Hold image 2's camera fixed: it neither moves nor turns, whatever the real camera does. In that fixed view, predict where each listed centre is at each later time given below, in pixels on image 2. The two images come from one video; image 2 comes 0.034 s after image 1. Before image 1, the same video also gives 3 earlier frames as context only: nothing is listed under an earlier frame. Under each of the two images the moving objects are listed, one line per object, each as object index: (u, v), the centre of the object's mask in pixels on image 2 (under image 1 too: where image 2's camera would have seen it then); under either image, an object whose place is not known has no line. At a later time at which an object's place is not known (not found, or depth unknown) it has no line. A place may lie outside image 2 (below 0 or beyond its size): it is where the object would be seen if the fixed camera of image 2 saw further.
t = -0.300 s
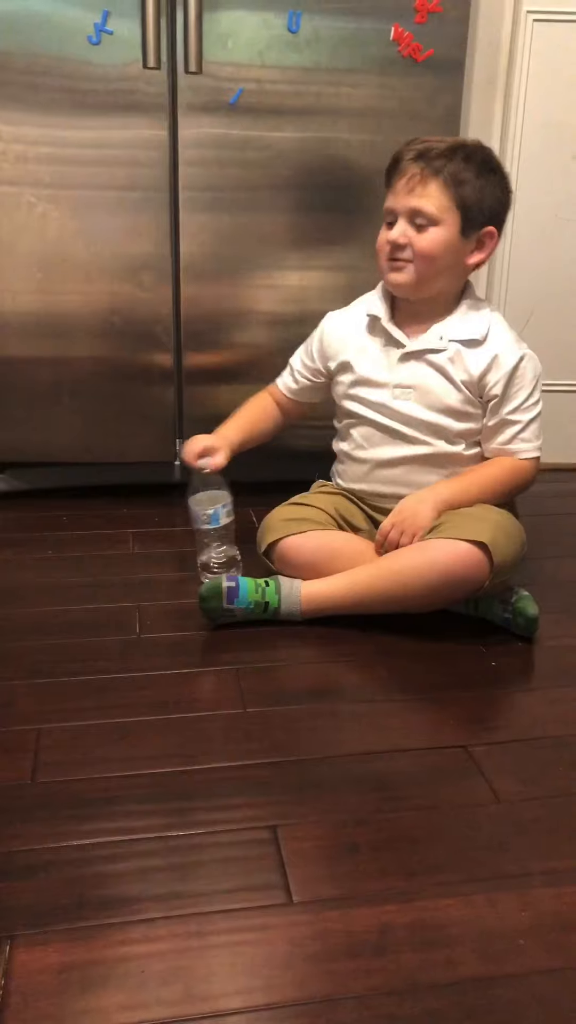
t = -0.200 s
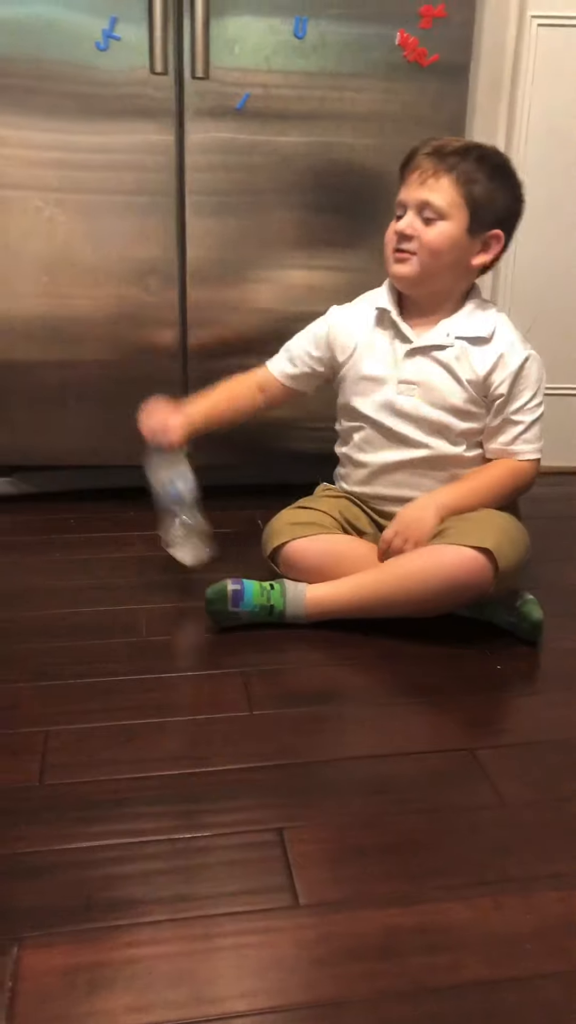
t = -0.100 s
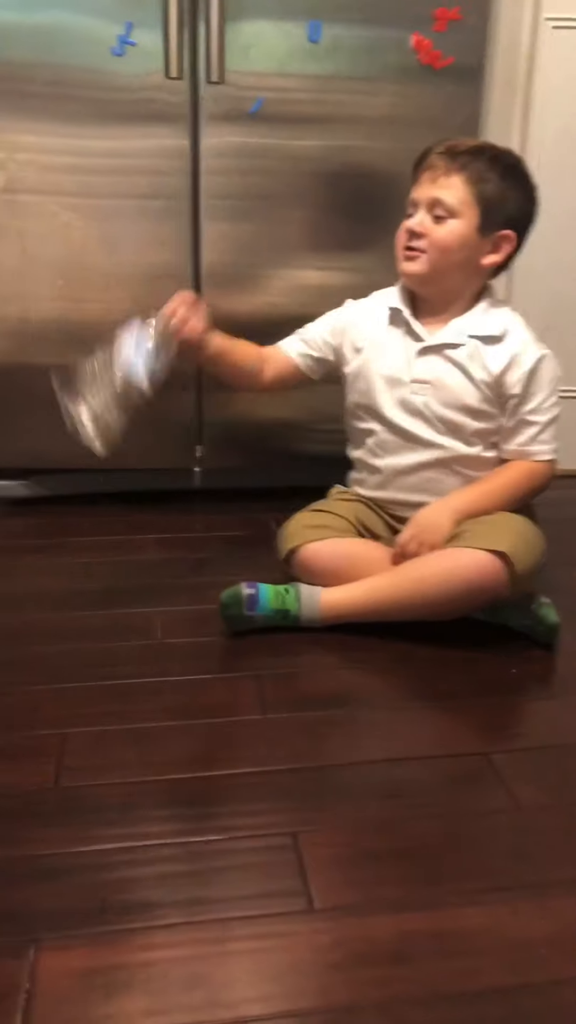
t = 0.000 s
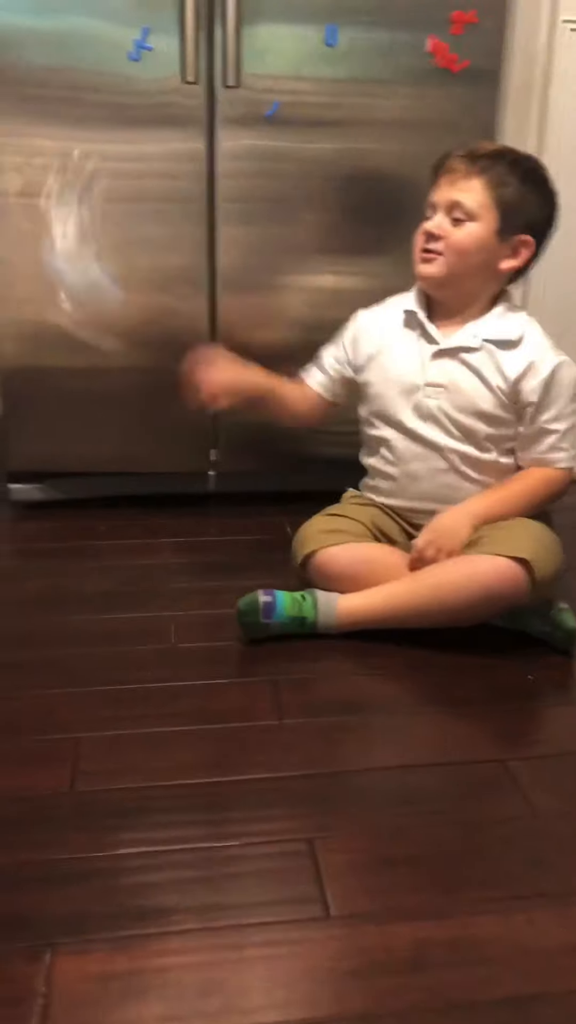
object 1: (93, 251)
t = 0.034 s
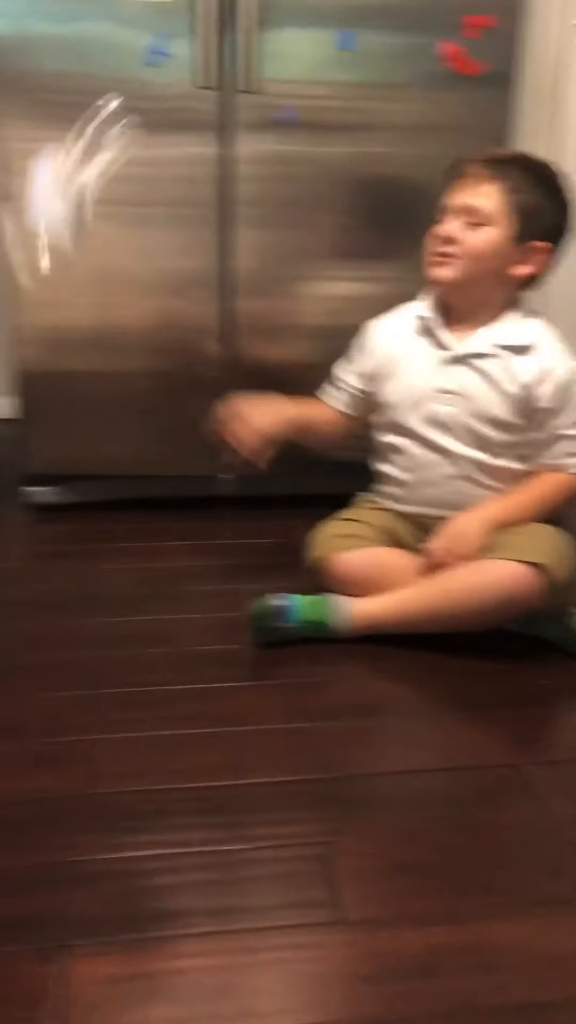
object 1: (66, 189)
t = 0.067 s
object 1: (74, 118)
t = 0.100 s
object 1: (57, 67)
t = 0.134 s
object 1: (68, 23)
